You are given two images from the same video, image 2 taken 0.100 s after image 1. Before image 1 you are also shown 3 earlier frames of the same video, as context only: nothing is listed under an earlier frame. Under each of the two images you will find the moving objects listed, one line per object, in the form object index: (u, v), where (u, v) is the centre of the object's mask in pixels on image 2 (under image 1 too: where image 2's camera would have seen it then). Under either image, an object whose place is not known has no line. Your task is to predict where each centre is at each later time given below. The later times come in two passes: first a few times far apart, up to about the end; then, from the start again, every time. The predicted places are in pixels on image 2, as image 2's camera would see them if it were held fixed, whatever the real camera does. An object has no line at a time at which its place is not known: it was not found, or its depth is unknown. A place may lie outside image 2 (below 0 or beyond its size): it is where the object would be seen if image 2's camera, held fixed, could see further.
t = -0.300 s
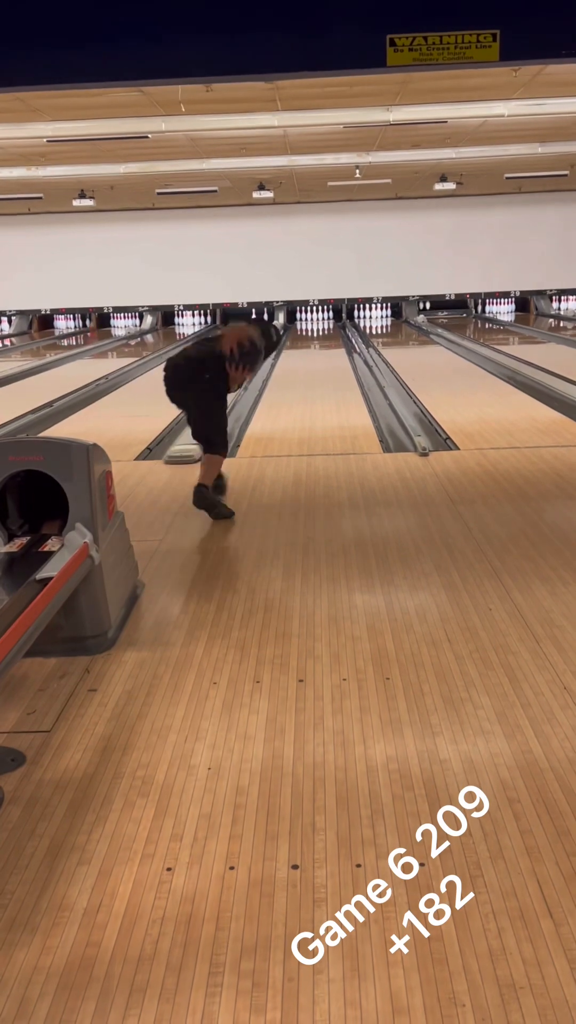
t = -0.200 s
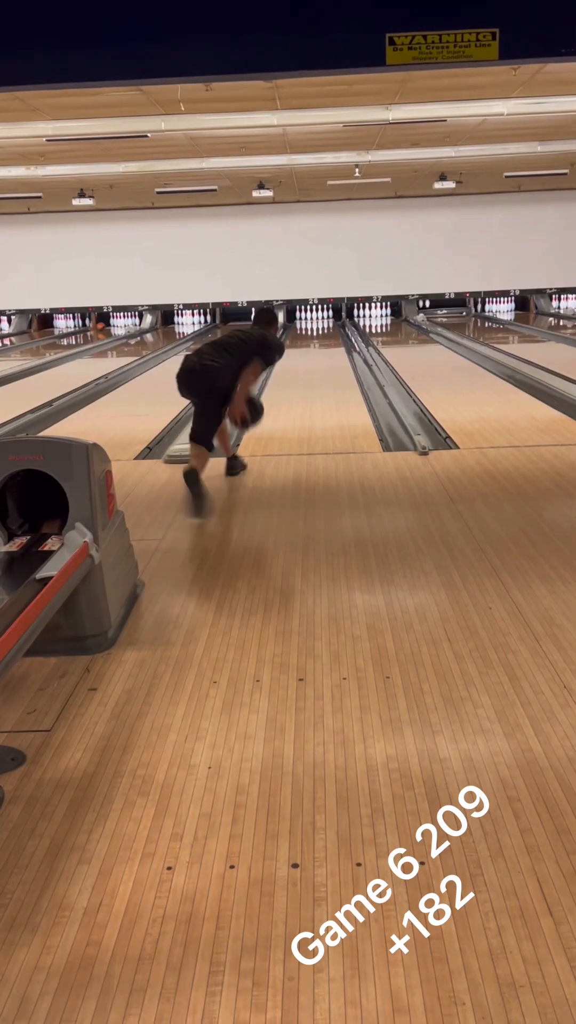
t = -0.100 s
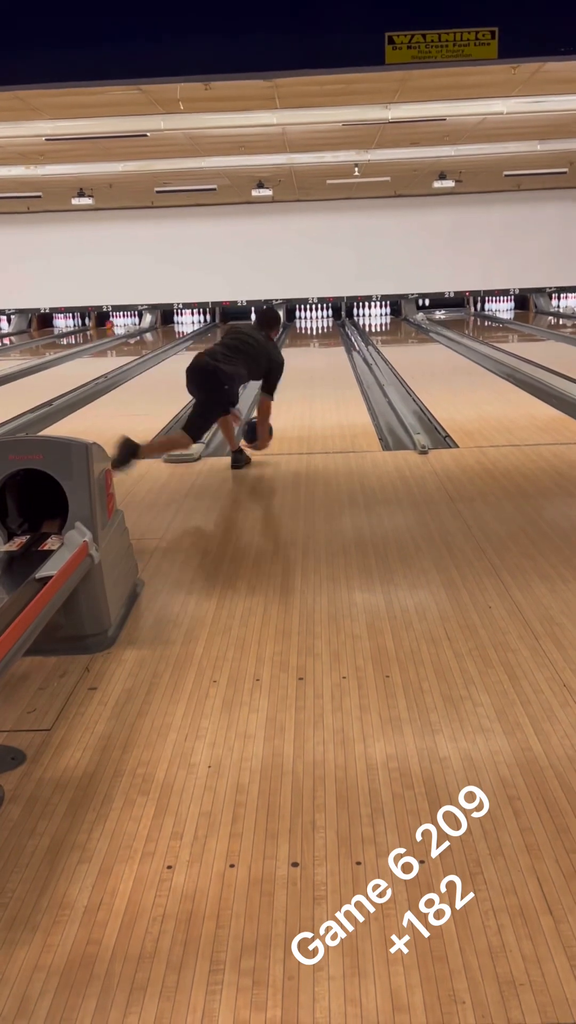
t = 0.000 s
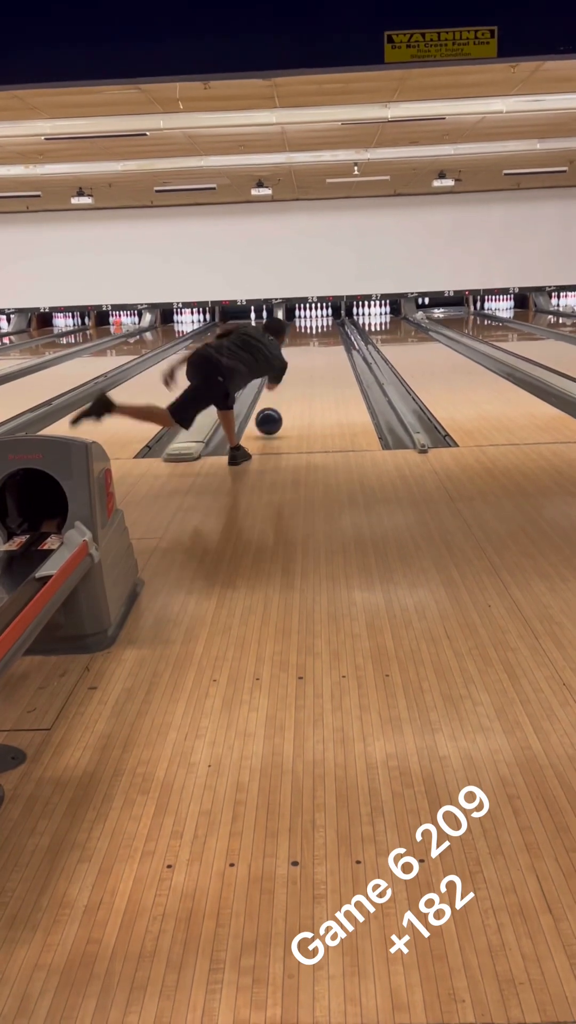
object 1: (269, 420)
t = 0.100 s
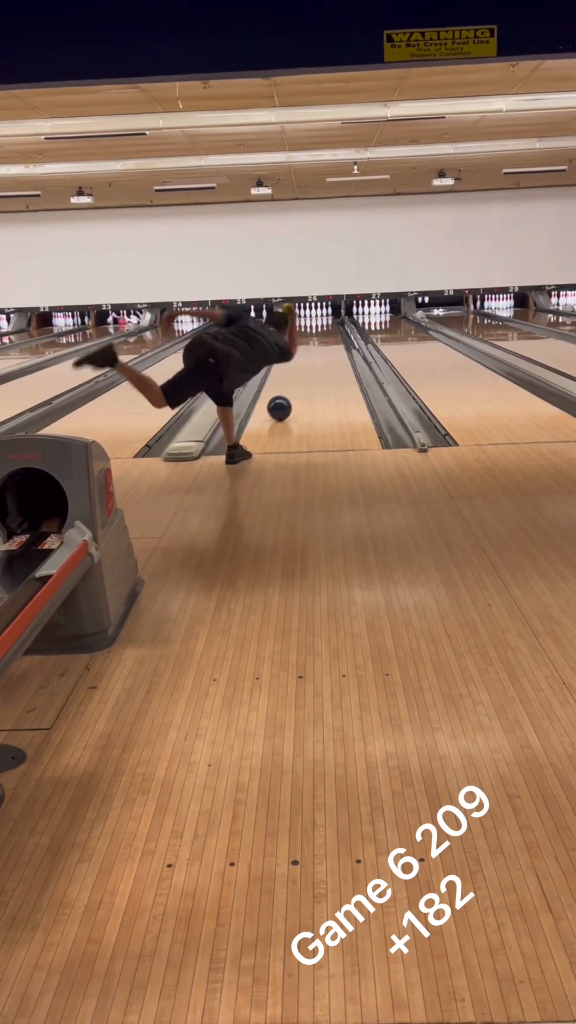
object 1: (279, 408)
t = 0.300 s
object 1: (295, 385)
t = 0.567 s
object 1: (309, 363)
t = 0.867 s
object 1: (318, 347)
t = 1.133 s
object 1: (324, 337)
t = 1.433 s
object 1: (327, 328)
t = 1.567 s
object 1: (327, 325)
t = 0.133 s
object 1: (283, 403)
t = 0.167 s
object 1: (285, 399)
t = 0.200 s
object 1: (288, 395)
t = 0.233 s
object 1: (290, 391)
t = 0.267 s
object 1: (293, 388)
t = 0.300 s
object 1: (295, 385)
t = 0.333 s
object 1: (297, 381)
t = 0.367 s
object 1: (299, 379)
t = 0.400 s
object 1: (301, 376)
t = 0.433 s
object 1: (302, 373)
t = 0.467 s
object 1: (304, 370)
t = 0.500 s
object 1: (306, 368)
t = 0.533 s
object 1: (309, 366)
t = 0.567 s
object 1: (309, 363)
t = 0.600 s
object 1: (310, 361)
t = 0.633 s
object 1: (311, 359)
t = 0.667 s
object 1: (312, 357)
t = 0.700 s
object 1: (313, 355)
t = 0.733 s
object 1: (315, 353)
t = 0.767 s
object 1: (315, 352)
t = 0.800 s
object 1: (316, 350)
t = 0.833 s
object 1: (317, 349)
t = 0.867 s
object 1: (318, 347)
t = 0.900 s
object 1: (319, 346)
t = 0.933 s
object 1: (320, 344)
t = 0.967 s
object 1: (321, 343)
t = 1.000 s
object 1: (321, 342)
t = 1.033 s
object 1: (322, 340)
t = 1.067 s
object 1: (323, 339)
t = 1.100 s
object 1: (323, 338)
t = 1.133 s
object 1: (324, 337)
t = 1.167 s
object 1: (324, 336)
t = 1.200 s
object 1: (325, 335)
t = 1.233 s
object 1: (325, 334)
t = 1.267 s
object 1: (326, 333)
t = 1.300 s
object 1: (326, 332)
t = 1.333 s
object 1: (327, 330)
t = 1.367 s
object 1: (327, 330)
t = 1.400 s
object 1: (327, 329)
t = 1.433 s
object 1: (327, 328)
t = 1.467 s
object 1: (327, 327)
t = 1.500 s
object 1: (327, 326)
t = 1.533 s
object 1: (327, 326)
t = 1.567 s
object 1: (327, 325)
